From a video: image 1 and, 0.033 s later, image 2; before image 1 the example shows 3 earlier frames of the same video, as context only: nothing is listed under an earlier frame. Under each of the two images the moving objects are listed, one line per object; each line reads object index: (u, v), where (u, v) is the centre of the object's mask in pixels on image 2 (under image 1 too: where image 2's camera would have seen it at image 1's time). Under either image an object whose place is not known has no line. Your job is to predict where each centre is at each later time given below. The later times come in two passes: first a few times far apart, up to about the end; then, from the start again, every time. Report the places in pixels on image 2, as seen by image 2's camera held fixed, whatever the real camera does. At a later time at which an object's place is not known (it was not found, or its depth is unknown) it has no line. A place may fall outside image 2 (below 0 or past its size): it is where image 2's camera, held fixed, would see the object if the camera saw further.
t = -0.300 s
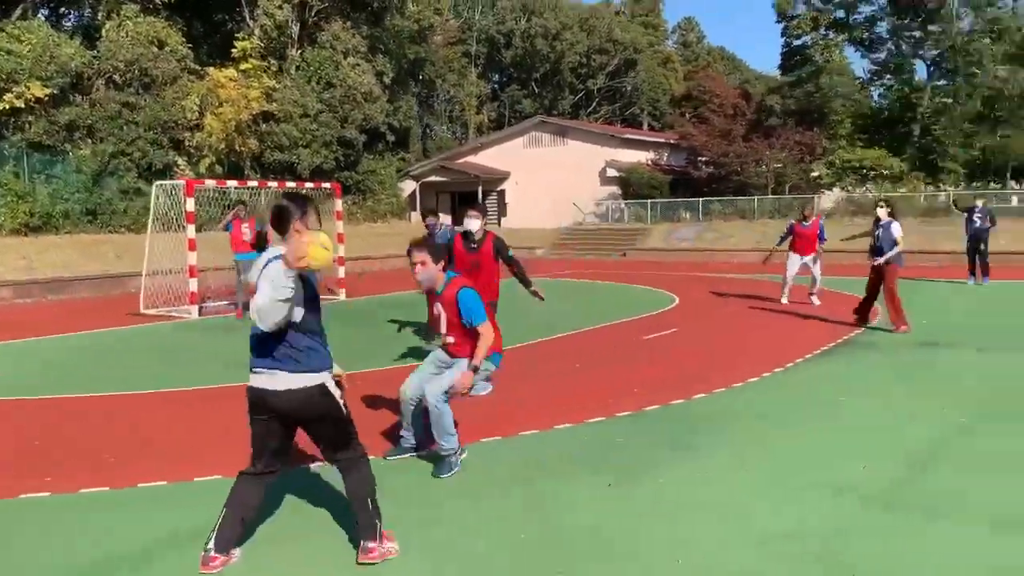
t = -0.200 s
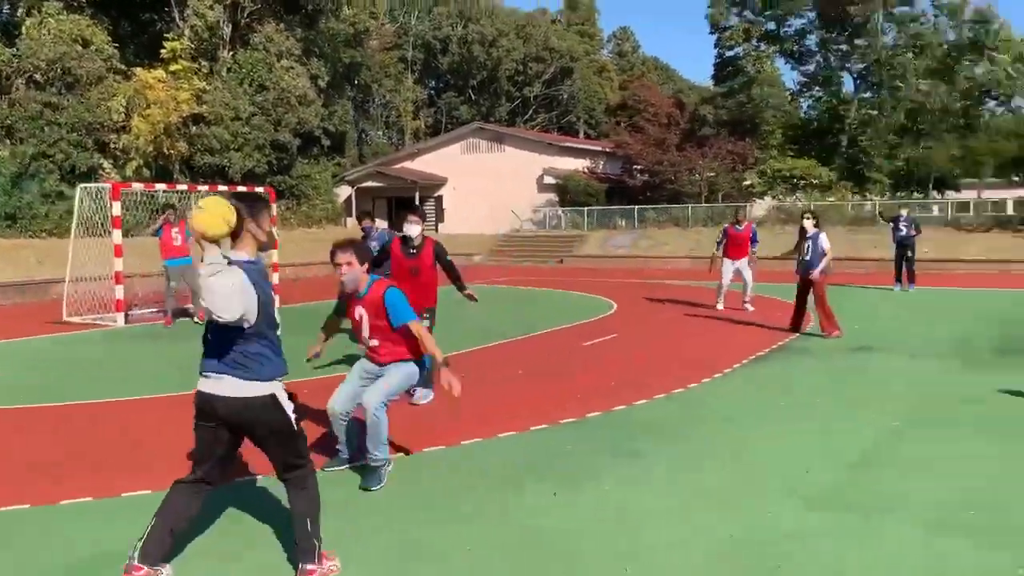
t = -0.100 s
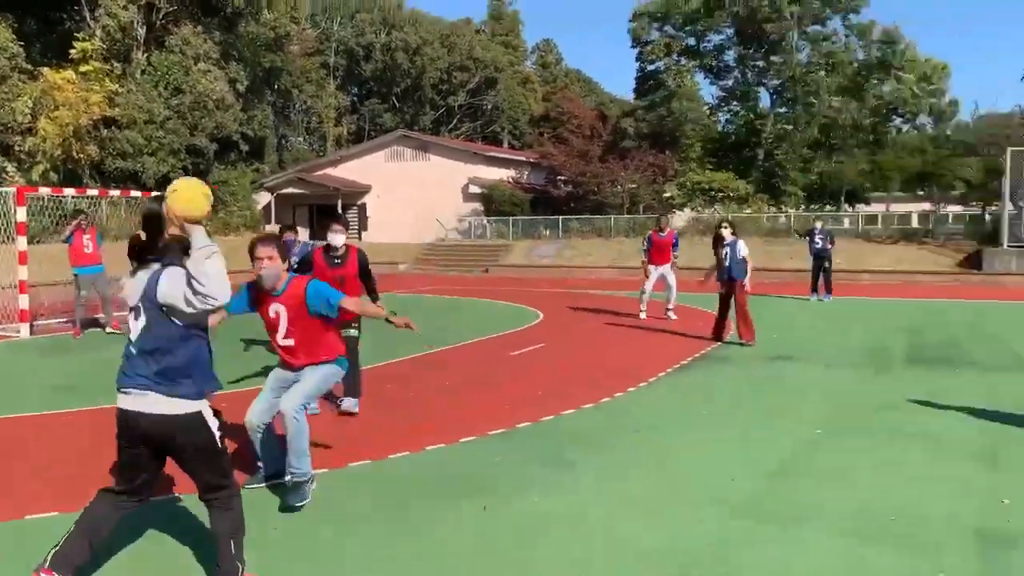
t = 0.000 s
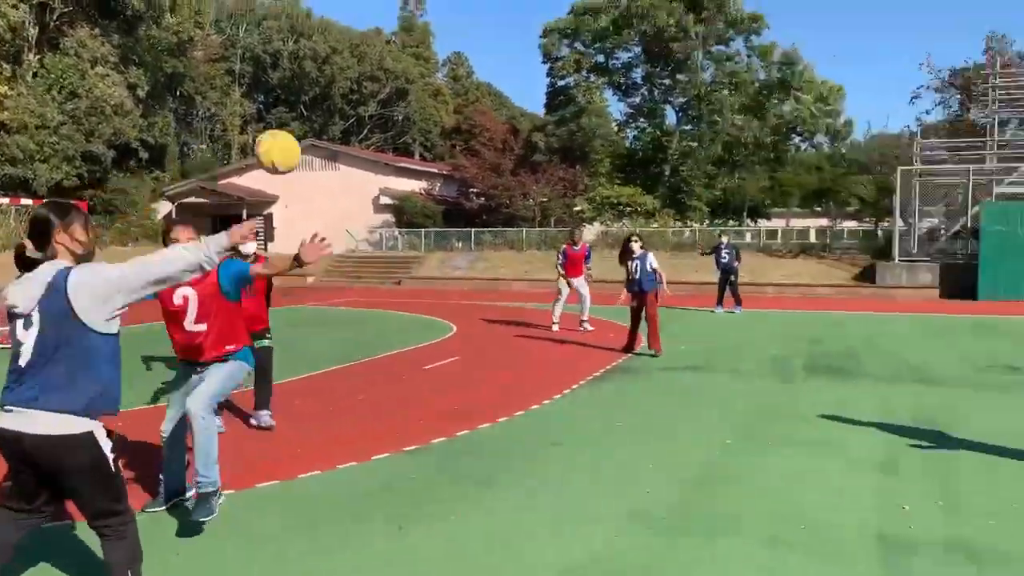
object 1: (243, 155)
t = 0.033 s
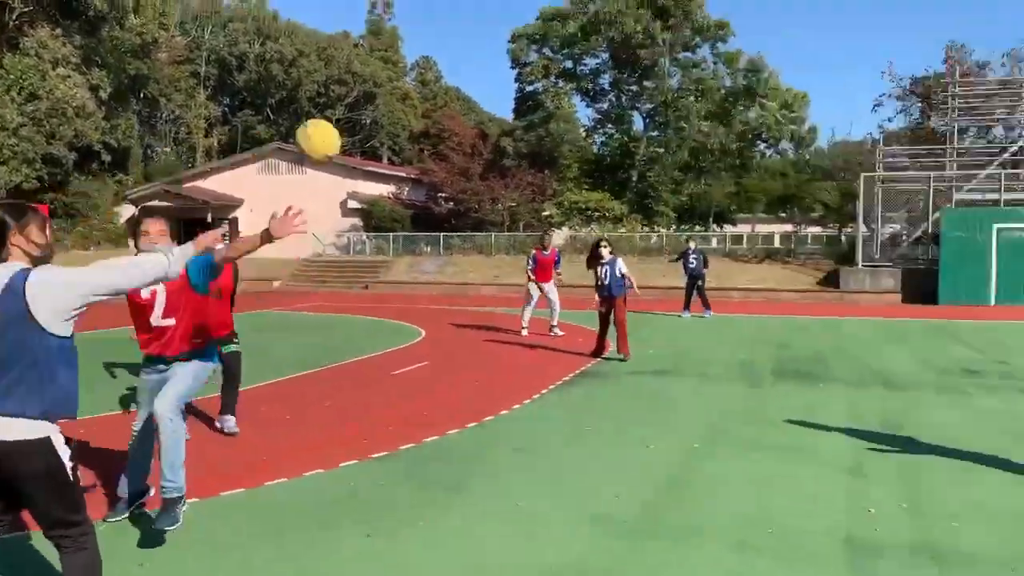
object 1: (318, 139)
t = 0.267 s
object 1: (738, 134)
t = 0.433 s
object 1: (961, 200)
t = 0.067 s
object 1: (387, 129)
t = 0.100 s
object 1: (455, 123)
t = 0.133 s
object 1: (518, 119)
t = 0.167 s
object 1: (579, 120)
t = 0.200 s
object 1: (634, 122)
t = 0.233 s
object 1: (687, 127)
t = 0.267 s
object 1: (738, 134)
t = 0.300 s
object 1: (789, 144)
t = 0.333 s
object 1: (835, 155)
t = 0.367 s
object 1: (879, 169)
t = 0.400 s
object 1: (919, 185)
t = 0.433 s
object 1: (961, 200)
